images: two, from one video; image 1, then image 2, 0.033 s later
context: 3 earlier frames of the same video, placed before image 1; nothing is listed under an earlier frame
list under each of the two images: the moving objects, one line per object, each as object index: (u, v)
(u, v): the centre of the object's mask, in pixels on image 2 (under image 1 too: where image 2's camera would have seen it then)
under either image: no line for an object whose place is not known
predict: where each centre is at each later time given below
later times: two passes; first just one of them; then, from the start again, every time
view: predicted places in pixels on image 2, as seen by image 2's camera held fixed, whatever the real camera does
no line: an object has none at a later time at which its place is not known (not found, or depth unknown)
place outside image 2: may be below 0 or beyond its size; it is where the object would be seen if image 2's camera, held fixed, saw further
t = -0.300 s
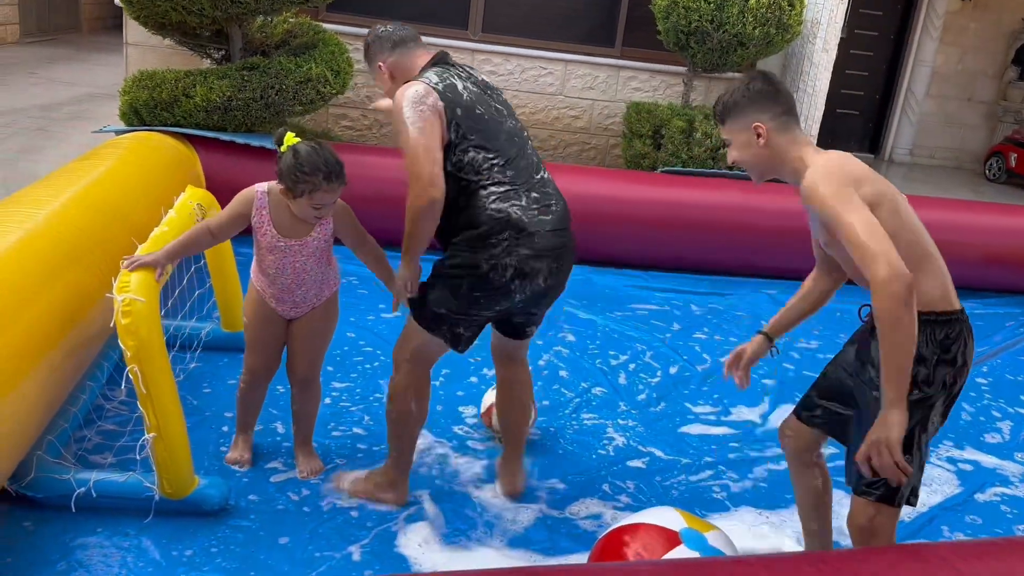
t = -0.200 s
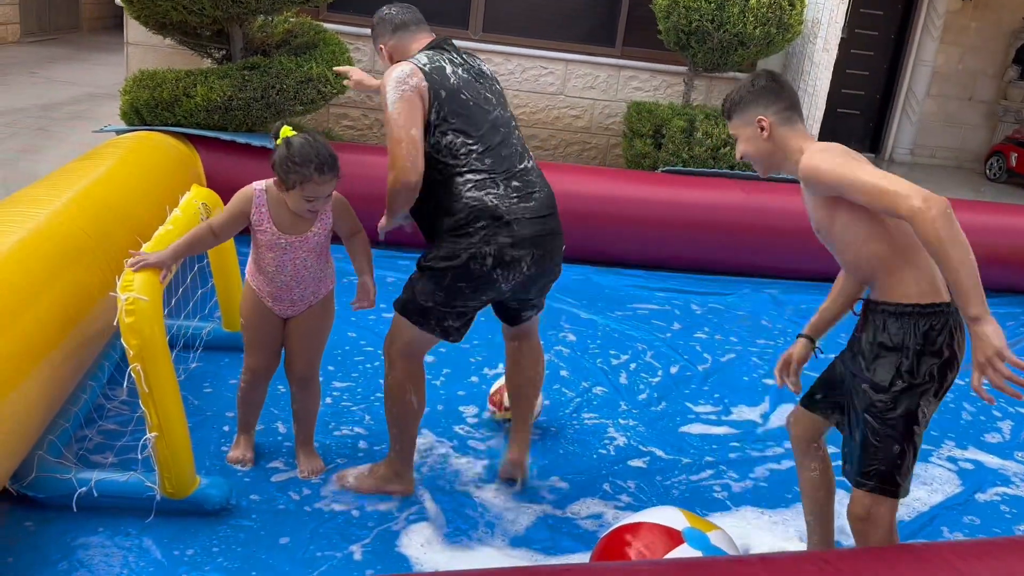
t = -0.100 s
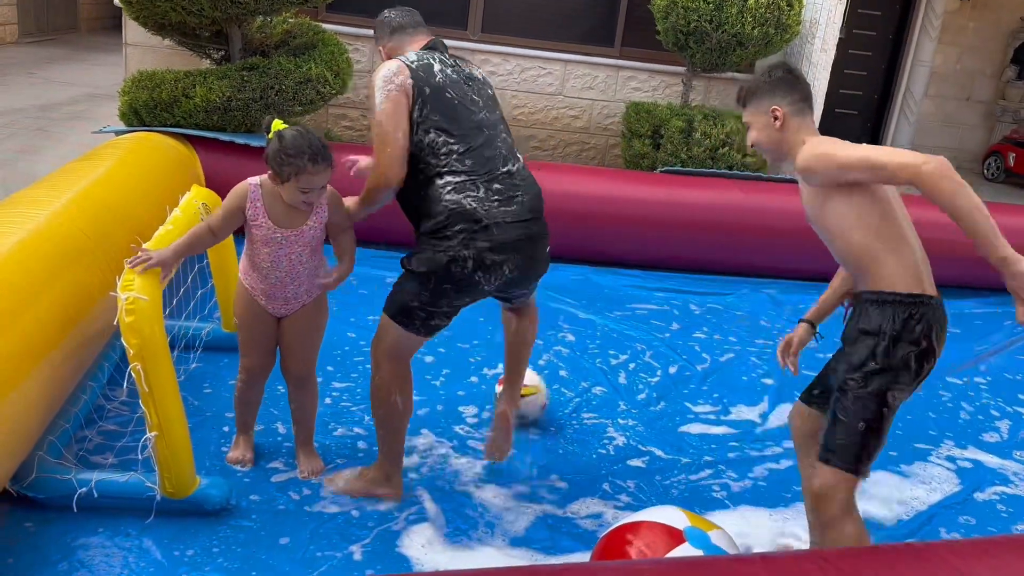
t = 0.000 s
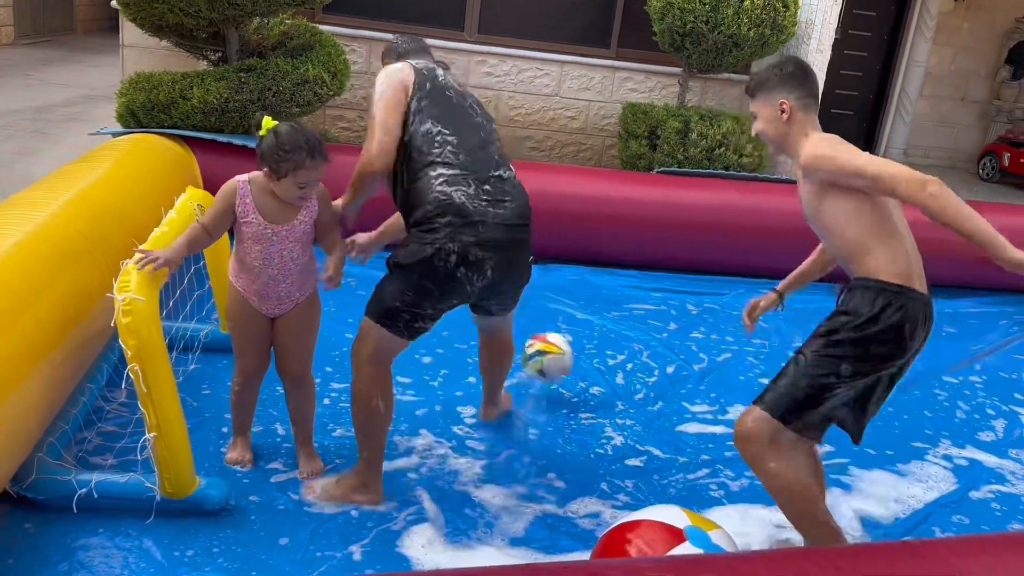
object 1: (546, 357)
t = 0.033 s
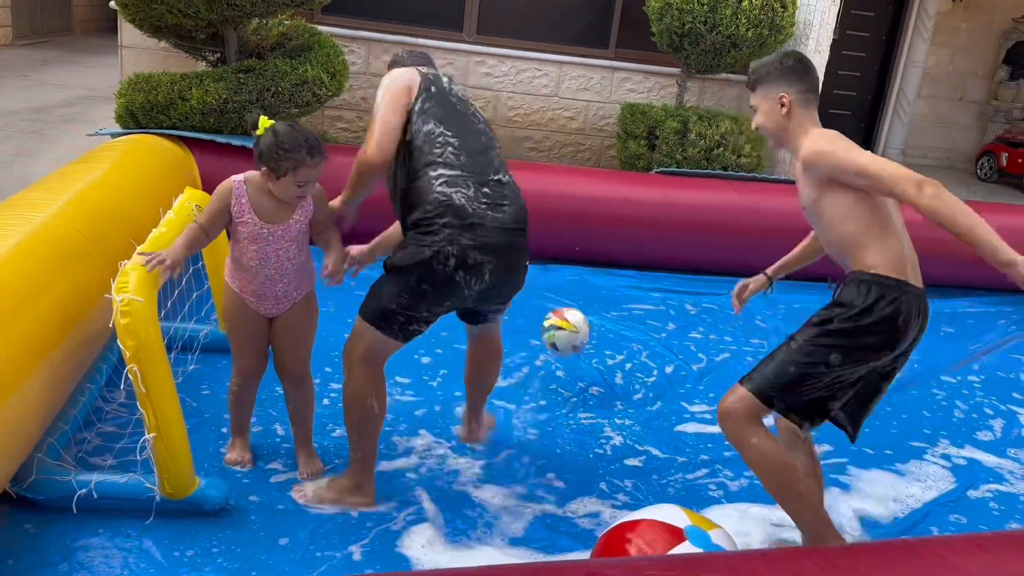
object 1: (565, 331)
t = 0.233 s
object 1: (649, 252)
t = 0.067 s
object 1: (583, 310)
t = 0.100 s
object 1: (599, 292)
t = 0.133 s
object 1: (613, 278)
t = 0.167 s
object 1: (626, 266)
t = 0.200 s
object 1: (638, 258)
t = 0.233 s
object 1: (649, 252)
